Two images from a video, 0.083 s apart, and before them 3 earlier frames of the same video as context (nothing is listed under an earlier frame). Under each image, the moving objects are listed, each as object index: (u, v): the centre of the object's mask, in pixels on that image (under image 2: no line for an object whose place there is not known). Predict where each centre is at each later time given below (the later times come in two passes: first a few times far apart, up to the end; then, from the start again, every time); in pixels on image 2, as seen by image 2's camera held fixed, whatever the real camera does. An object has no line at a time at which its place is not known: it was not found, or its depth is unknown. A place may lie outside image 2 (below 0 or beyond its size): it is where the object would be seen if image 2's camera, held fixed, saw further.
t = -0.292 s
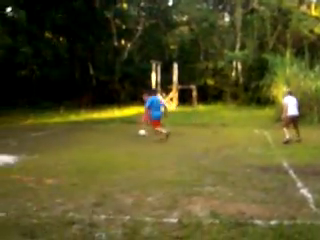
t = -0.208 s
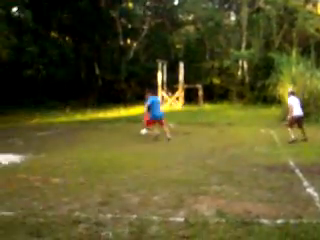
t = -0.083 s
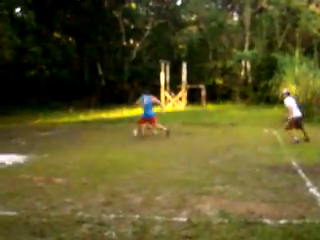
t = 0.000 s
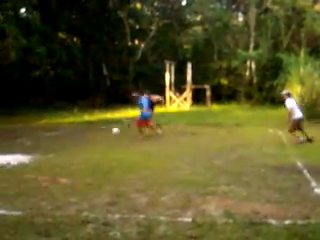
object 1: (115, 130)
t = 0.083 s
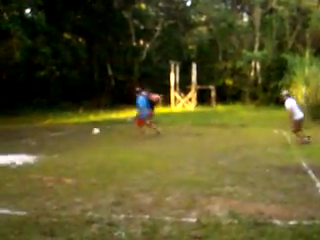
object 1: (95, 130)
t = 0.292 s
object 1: (48, 128)
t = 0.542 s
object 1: (5, 127)
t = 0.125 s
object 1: (84, 131)
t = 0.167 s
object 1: (73, 131)
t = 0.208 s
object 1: (64, 130)
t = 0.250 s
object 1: (56, 129)
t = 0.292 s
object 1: (48, 128)
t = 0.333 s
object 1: (39, 128)
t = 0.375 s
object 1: (31, 129)
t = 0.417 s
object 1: (24, 129)
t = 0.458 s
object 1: (17, 130)
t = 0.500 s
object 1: (11, 128)
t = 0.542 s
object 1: (5, 127)
